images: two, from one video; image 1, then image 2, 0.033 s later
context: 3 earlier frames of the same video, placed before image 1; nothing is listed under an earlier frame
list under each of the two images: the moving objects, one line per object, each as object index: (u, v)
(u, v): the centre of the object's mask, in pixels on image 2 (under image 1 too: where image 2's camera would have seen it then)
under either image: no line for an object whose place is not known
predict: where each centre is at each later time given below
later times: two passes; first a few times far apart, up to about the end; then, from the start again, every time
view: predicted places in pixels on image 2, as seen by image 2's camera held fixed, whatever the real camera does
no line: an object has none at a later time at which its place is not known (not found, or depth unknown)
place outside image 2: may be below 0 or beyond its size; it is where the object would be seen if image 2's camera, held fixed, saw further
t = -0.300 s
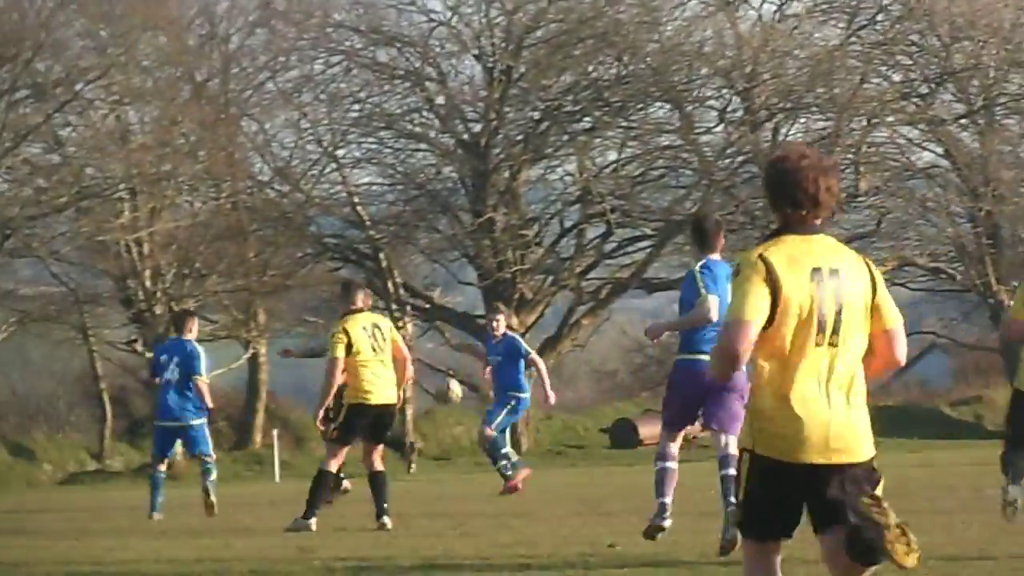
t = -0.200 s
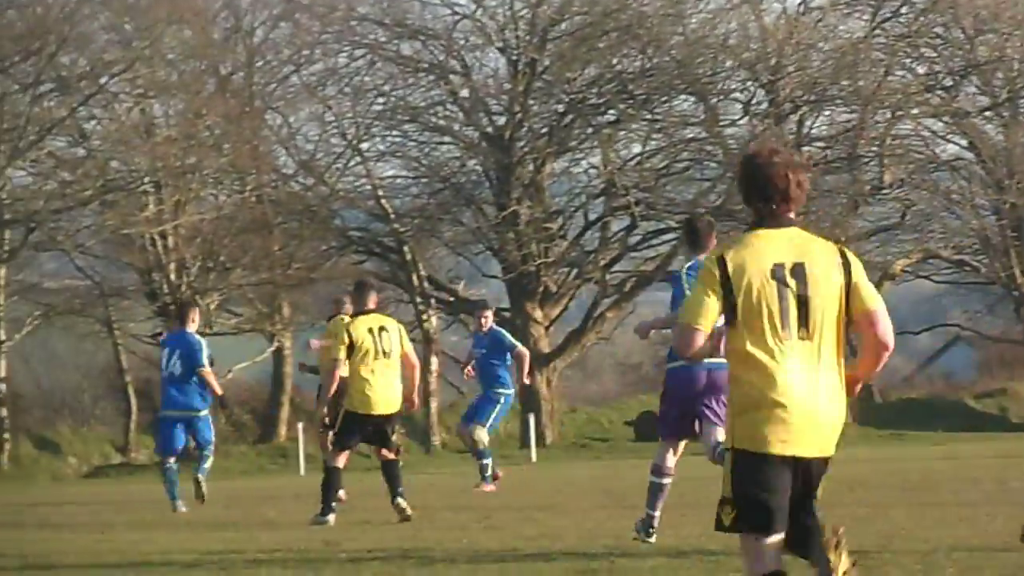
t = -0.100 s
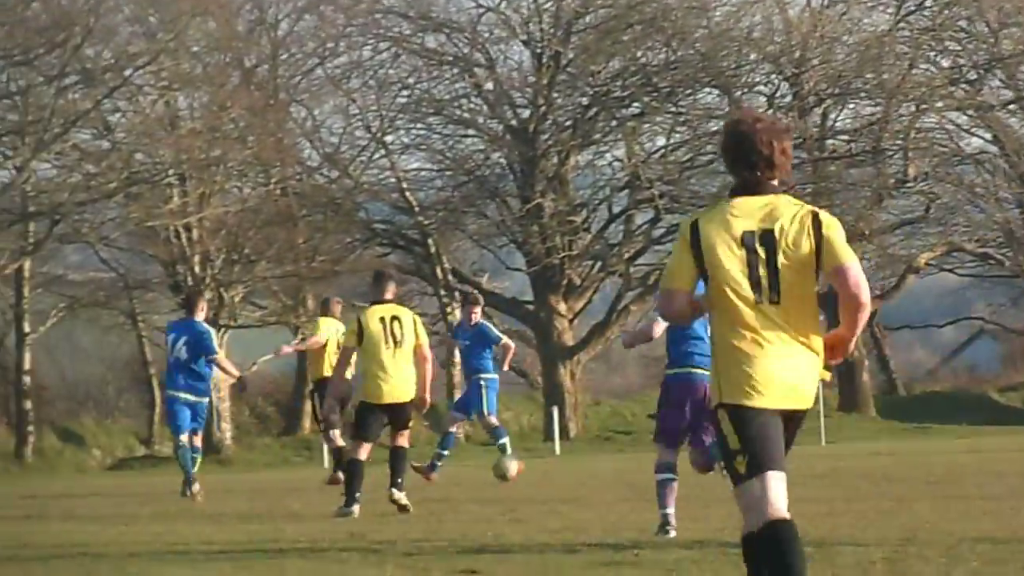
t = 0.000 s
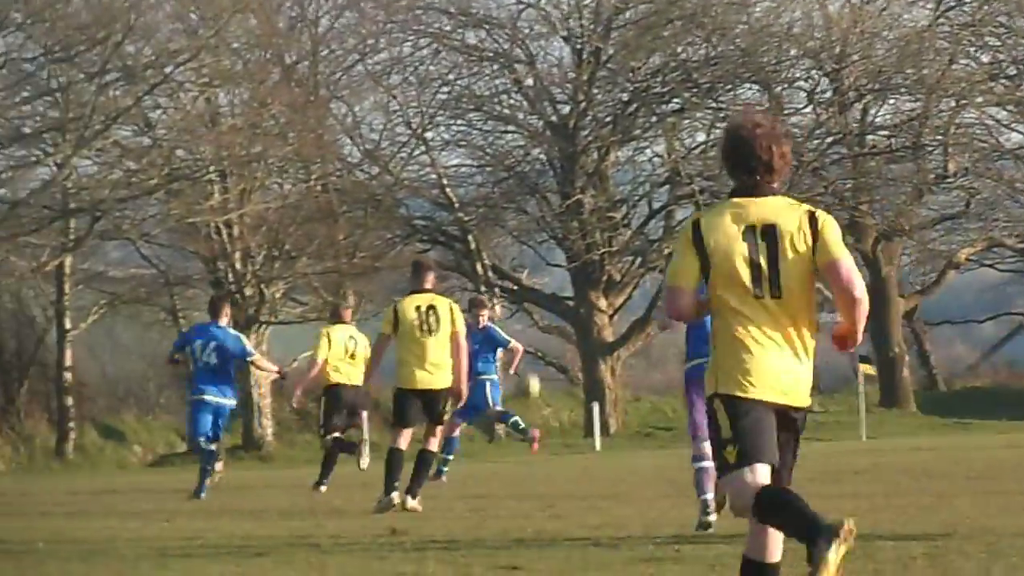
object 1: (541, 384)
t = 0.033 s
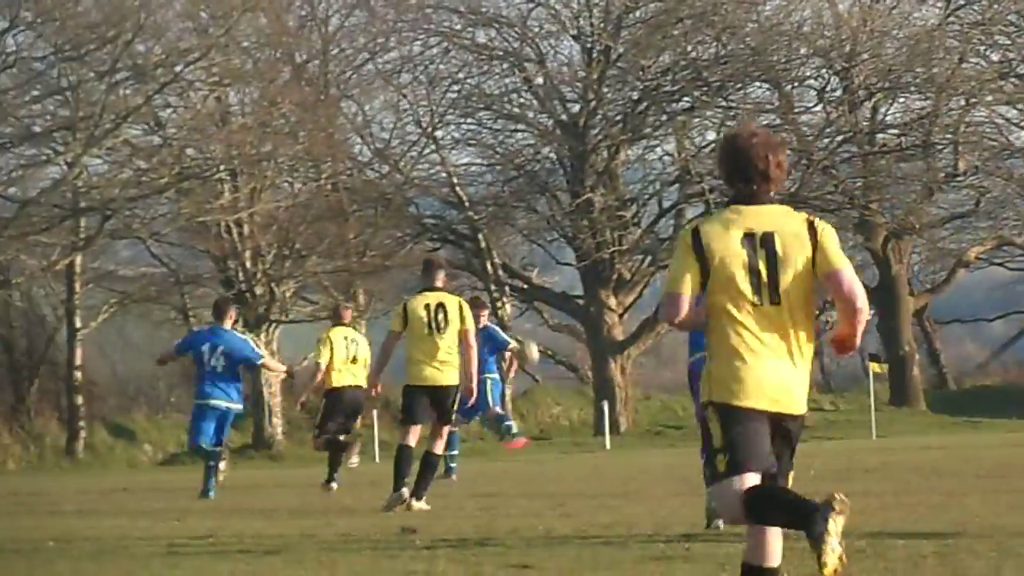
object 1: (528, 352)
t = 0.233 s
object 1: (463, 196)
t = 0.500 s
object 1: (381, 65)
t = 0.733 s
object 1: (315, 22)
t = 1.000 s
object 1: (249, 48)
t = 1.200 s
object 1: (209, 123)
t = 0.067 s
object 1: (517, 322)
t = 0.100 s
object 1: (507, 298)
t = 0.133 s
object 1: (496, 268)
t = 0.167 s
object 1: (485, 244)
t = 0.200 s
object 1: (474, 219)
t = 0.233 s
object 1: (463, 196)
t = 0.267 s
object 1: (454, 175)
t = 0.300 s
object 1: (440, 157)
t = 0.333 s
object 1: (432, 138)
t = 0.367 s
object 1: (422, 120)
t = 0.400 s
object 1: (412, 104)
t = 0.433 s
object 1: (402, 90)
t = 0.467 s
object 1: (392, 77)
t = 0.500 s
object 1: (381, 65)
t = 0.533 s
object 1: (372, 55)
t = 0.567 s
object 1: (362, 46)
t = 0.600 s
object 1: (351, 40)
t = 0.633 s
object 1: (342, 33)
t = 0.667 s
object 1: (333, 27)
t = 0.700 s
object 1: (327, 24)
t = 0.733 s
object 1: (315, 22)
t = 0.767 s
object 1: (307, 21)
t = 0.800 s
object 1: (298, 20)
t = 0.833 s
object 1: (290, 22)
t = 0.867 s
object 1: (281, 24)
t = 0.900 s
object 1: (273, 29)
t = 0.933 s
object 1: (265, 35)
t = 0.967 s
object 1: (259, 40)
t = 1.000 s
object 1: (249, 48)
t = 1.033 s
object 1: (243, 58)
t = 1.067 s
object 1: (235, 68)
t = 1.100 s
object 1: (230, 81)
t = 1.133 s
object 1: (219, 93)
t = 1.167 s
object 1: (212, 104)
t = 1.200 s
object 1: (209, 123)
